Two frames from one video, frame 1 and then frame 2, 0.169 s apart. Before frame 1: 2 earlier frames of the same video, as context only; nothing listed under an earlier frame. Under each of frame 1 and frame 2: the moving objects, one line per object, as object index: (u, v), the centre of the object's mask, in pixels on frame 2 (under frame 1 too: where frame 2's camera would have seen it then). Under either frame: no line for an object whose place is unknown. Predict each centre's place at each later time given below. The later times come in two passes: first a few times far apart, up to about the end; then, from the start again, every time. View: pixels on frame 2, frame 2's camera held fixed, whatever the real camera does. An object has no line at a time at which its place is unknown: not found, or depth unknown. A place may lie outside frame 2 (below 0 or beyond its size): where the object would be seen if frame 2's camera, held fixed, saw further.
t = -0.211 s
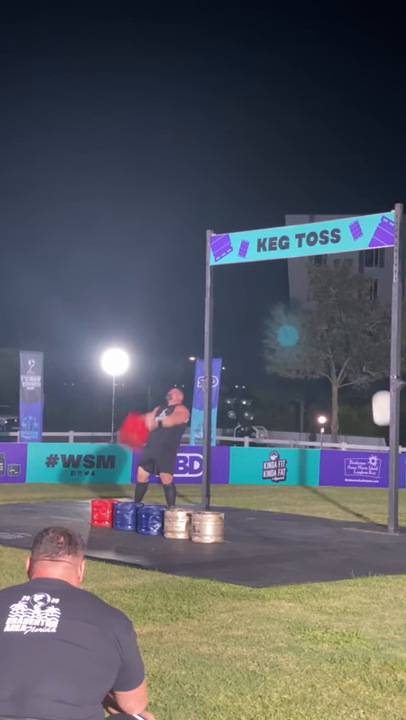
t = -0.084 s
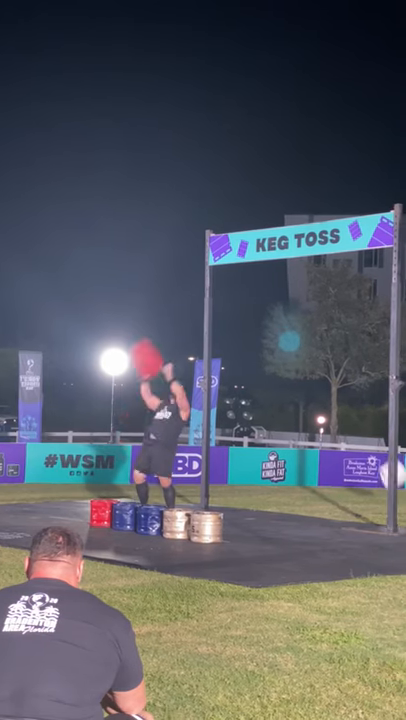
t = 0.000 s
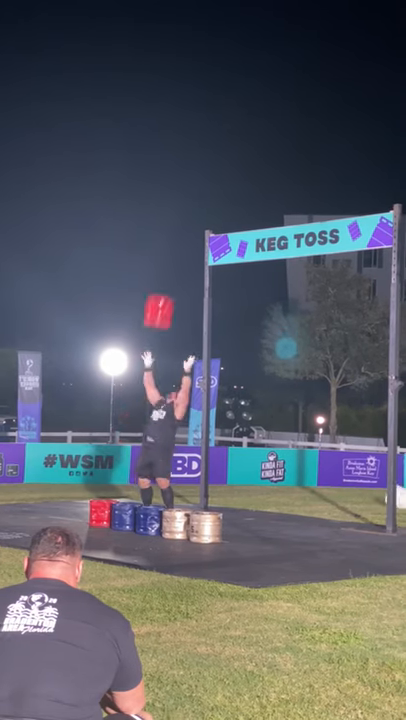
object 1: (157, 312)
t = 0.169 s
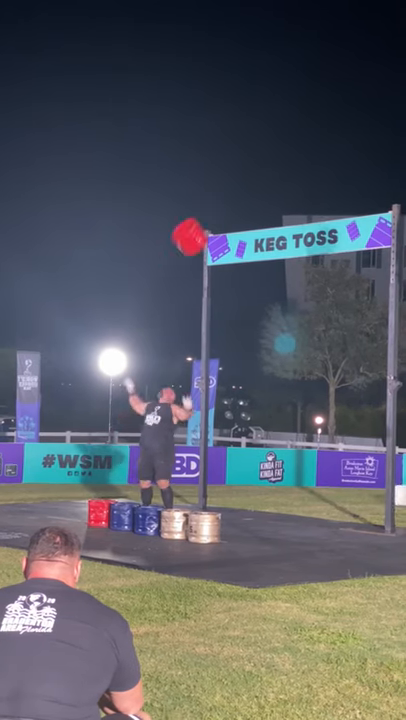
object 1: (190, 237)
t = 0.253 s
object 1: (205, 210)
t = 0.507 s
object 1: (244, 162)
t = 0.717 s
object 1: (276, 145)
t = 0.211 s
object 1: (198, 224)
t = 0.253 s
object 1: (205, 210)
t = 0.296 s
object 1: (213, 200)
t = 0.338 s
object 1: (220, 191)
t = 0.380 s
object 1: (227, 183)
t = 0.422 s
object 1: (233, 175)
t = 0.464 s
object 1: (239, 168)
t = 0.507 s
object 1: (244, 162)
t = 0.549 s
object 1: (251, 156)
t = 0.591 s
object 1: (257, 151)
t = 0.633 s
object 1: (264, 148)
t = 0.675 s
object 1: (270, 146)
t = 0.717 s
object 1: (276, 145)
